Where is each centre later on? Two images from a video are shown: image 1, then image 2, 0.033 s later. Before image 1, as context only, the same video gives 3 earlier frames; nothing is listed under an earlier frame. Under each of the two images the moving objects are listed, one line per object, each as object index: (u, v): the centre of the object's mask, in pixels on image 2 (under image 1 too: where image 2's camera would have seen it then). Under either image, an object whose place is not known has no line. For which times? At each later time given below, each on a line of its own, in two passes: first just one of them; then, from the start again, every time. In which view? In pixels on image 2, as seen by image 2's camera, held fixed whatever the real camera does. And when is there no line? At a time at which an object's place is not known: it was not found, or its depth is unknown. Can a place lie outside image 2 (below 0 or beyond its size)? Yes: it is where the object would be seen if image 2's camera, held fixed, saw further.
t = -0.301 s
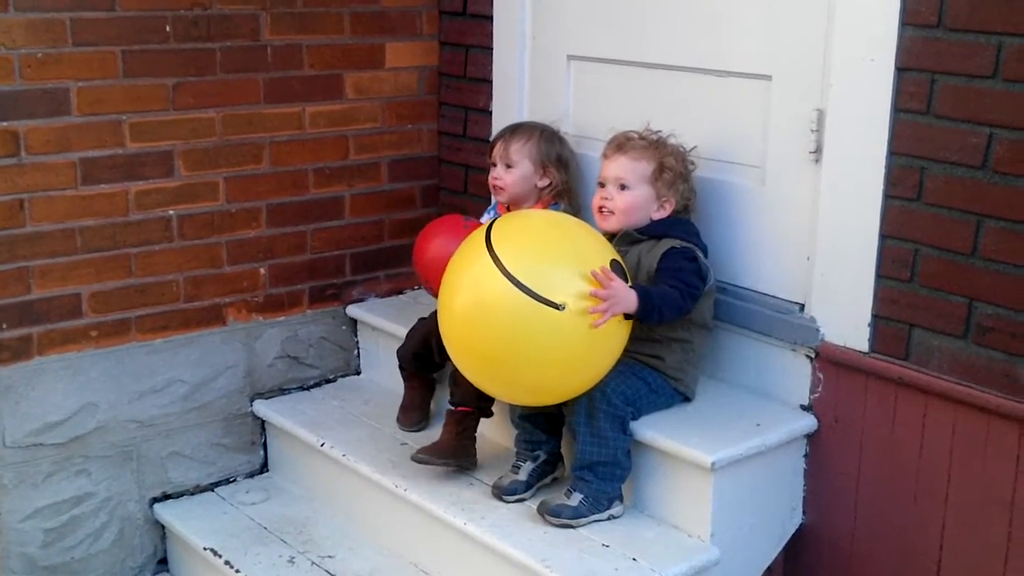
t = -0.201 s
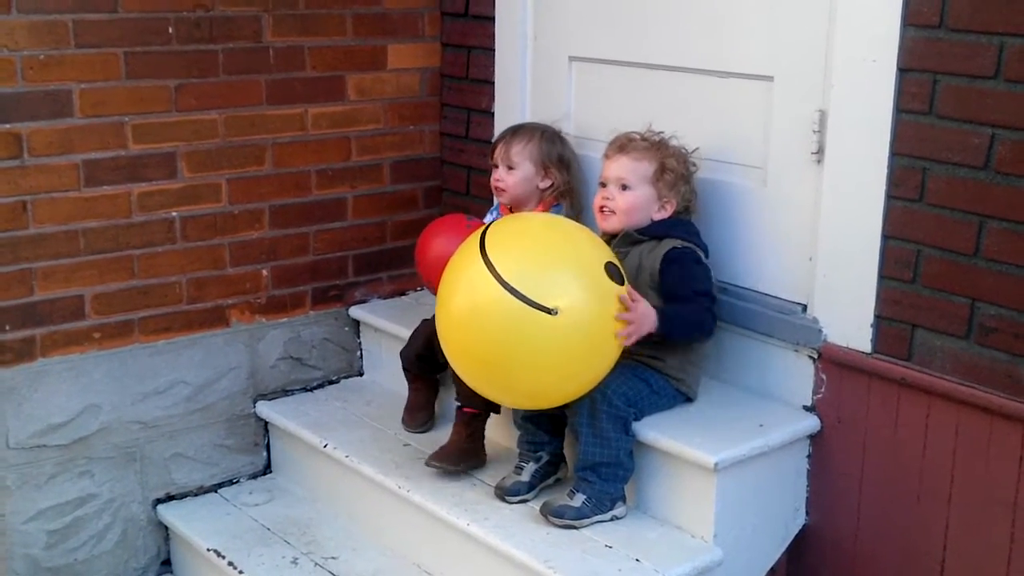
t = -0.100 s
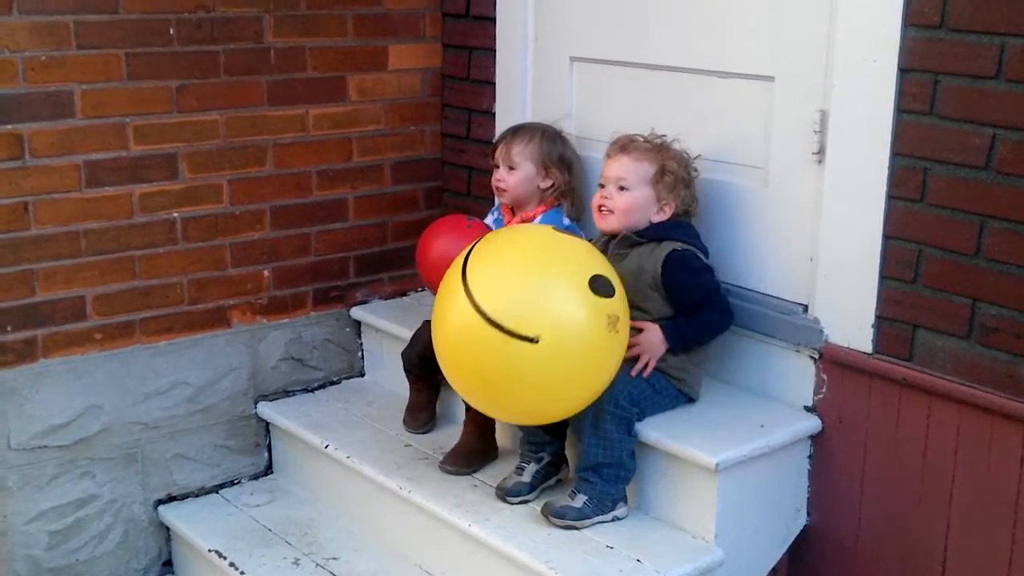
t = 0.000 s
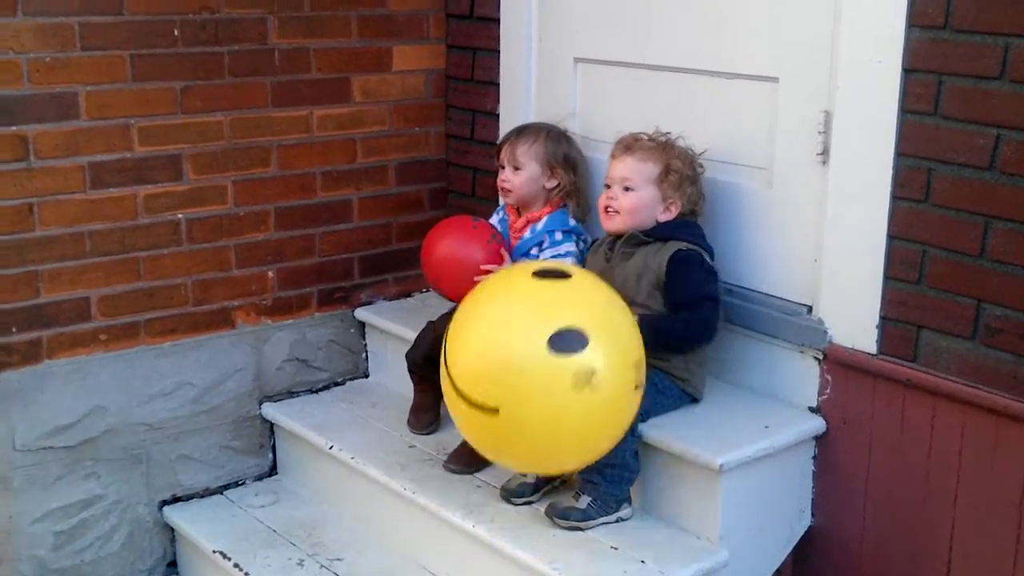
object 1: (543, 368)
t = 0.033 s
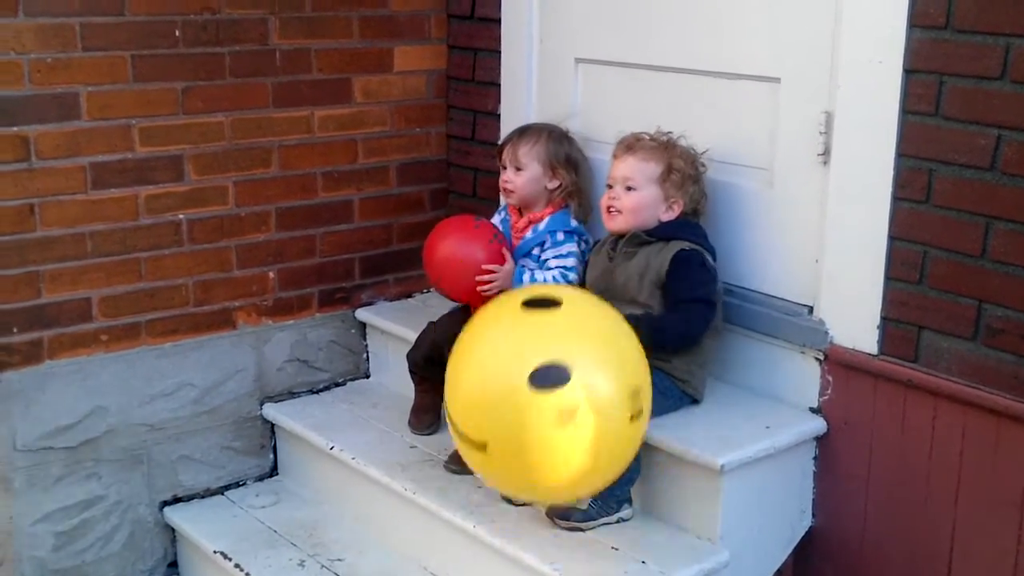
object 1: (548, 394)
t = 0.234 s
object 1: (510, 515)
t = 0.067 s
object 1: (551, 425)
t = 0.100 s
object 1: (555, 463)
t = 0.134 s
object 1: (557, 493)
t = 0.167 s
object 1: (549, 508)
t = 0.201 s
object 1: (530, 510)
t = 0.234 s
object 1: (510, 515)
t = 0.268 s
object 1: (488, 521)
